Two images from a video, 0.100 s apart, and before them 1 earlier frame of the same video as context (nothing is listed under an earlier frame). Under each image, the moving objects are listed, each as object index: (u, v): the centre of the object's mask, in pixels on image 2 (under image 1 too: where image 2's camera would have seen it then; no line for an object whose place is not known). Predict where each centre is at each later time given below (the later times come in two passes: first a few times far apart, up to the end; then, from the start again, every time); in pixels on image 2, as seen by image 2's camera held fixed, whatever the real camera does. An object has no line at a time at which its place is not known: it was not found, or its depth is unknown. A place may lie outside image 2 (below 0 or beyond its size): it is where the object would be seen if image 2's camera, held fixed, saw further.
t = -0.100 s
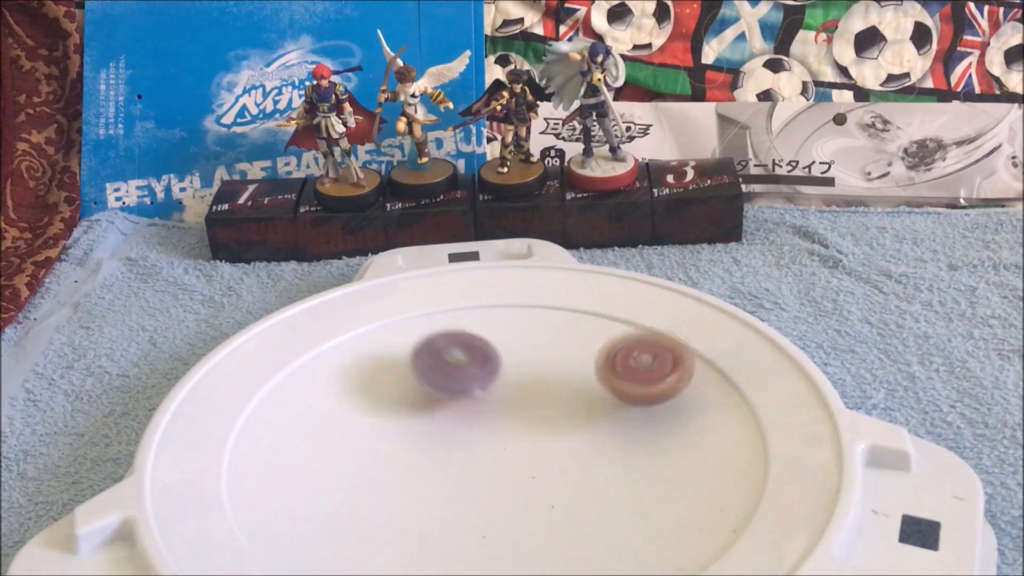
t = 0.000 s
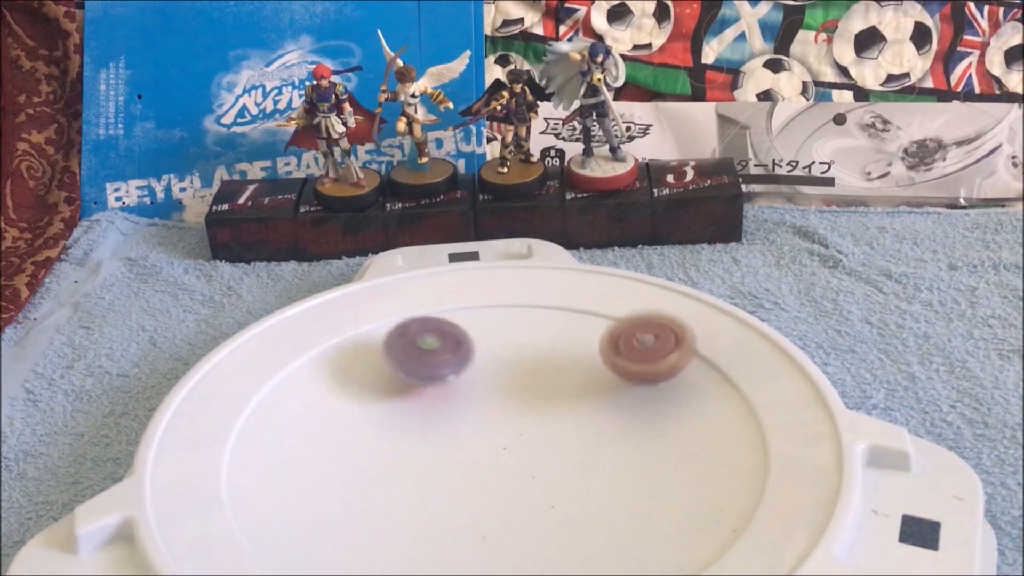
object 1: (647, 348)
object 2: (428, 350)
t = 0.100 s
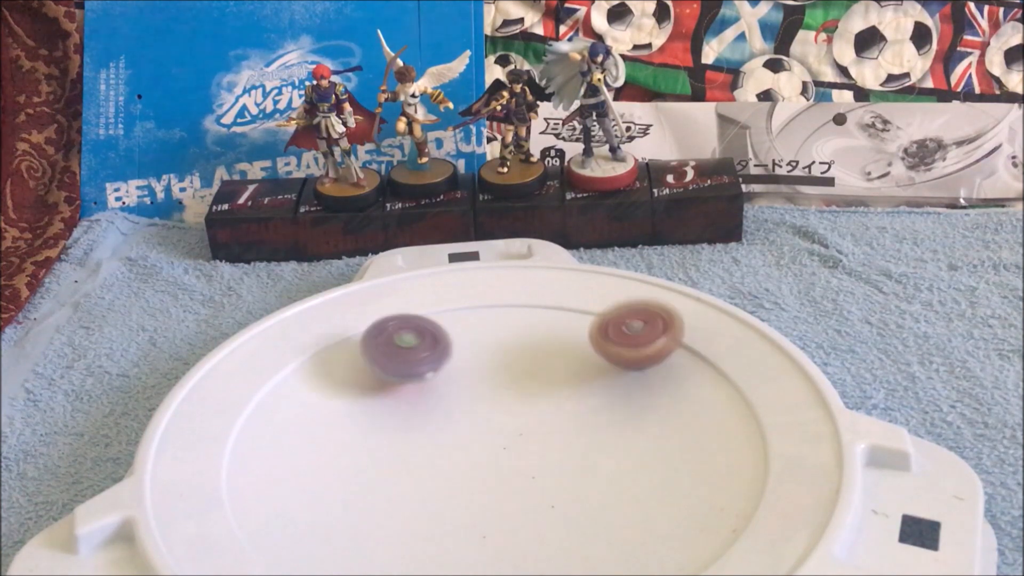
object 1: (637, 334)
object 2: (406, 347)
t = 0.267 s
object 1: (595, 330)
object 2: (386, 360)
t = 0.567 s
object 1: (532, 366)
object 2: (404, 407)
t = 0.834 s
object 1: (560, 372)
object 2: (430, 448)
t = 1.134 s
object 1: (561, 382)
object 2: (482, 462)
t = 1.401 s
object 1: (531, 381)
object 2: (521, 456)
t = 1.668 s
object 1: (489, 382)
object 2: (531, 443)
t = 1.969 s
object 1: (432, 378)
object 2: (514, 434)
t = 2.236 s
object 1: (405, 383)
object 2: (485, 439)
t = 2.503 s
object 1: (407, 390)
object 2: (496, 436)
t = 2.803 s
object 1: (422, 375)
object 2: (505, 420)
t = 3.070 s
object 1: (431, 332)
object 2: (519, 434)
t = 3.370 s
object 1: (411, 303)
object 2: (557, 453)
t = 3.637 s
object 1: (447, 322)
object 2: (552, 434)
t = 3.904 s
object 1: (540, 306)
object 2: (488, 499)
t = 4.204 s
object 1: (563, 299)
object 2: (504, 531)
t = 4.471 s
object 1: (543, 367)
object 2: (496, 490)
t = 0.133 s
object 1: (631, 331)
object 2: (400, 348)
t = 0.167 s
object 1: (623, 329)
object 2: (395, 350)
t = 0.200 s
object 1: (615, 329)
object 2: (391, 352)
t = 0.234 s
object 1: (606, 329)
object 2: (388, 356)
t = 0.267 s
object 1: (595, 330)
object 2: (386, 360)
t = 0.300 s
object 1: (585, 332)
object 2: (386, 364)
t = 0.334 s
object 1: (573, 335)
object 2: (386, 369)
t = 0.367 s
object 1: (561, 340)
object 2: (389, 375)
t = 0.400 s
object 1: (550, 345)
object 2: (393, 380)
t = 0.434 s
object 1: (539, 350)
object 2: (399, 386)
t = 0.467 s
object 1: (528, 355)
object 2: (407, 390)
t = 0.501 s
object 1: (517, 362)
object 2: (416, 394)
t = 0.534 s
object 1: (510, 368)
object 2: (424, 398)
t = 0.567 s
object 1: (532, 366)
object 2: (404, 407)
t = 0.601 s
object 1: (553, 366)
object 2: (388, 415)
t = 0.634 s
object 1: (562, 367)
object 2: (382, 422)
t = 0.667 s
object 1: (562, 368)
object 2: (387, 427)
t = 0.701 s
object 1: (562, 368)
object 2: (396, 432)
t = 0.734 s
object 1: (562, 368)
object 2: (404, 436)
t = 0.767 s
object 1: (562, 368)
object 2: (412, 441)
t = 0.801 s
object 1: (561, 370)
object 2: (420, 445)
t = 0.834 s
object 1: (560, 372)
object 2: (430, 448)
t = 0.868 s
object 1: (558, 374)
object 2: (438, 450)
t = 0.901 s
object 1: (556, 377)
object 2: (448, 452)
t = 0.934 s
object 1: (554, 380)
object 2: (458, 453)
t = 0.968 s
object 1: (551, 383)
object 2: (467, 453)
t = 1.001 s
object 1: (548, 386)
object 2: (477, 453)
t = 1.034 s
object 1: (546, 389)
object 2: (487, 452)
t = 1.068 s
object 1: (548, 390)
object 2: (491, 452)
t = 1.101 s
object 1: (558, 383)
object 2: (483, 460)
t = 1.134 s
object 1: (561, 382)
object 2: (482, 462)
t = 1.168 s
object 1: (559, 381)
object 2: (487, 463)
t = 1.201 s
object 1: (558, 379)
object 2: (493, 462)
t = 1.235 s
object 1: (555, 377)
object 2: (498, 462)
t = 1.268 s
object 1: (551, 377)
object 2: (503, 462)
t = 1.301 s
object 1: (546, 377)
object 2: (508, 461)
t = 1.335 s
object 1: (542, 377)
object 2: (512, 459)
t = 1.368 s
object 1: (536, 379)
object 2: (517, 458)
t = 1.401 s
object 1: (531, 381)
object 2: (521, 456)
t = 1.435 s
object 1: (526, 383)
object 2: (524, 454)
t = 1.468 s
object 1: (521, 385)
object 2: (526, 452)
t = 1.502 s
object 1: (516, 382)
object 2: (526, 454)
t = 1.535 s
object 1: (511, 382)
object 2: (526, 453)
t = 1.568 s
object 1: (506, 381)
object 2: (529, 450)
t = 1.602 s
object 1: (500, 381)
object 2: (531, 448)
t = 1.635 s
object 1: (494, 382)
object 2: (532, 445)
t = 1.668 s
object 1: (489, 382)
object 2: (531, 443)
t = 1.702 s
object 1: (483, 383)
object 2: (530, 440)
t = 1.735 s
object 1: (477, 383)
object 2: (528, 438)
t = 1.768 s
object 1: (470, 383)
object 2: (526, 436)
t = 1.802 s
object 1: (464, 380)
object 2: (525, 438)
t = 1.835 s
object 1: (457, 378)
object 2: (525, 437)
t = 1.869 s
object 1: (450, 378)
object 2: (523, 437)
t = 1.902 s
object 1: (444, 377)
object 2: (521, 438)
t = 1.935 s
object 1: (438, 377)
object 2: (518, 435)
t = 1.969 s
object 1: (432, 378)
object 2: (514, 434)
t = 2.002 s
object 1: (428, 378)
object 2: (509, 433)
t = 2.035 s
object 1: (424, 379)
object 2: (504, 432)
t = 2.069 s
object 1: (421, 381)
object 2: (499, 433)
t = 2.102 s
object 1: (418, 382)
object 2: (494, 432)
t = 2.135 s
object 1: (415, 384)
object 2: (490, 431)
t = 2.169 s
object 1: (413, 385)
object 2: (486, 431)
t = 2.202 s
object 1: (408, 383)
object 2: (485, 436)
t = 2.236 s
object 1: (405, 383)
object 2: (485, 439)
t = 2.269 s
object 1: (402, 383)
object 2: (486, 441)
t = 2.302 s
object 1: (400, 383)
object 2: (487, 443)
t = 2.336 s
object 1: (399, 384)
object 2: (488, 444)
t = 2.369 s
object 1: (398, 384)
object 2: (491, 443)
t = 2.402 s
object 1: (399, 386)
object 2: (493, 443)
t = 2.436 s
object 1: (401, 387)
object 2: (495, 442)
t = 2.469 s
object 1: (404, 389)
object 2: (496, 439)
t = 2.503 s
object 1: (407, 390)
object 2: (496, 436)
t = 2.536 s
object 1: (412, 391)
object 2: (495, 433)
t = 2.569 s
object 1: (412, 387)
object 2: (498, 433)
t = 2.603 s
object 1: (411, 383)
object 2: (499, 434)
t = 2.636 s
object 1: (411, 382)
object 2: (501, 434)
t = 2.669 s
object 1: (412, 380)
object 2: (503, 432)
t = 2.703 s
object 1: (413, 378)
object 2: (505, 430)
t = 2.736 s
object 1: (415, 377)
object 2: (505, 427)
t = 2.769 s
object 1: (418, 376)
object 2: (505, 424)
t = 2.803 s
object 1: (422, 375)
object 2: (505, 420)
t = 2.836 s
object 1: (427, 375)
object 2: (504, 418)
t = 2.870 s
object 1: (429, 373)
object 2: (505, 416)
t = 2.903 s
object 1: (432, 370)
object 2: (506, 416)
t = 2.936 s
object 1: (434, 368)
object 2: (507, 415)
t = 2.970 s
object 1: (436, 366)
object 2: (507, 413)
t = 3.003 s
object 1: (438, 364)
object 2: (507, 412)
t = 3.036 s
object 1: (436, 353)
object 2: (510, 417)
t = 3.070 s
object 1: (431, 332)
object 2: (519, 434)
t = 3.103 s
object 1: (427, 319)
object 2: (524, 445)
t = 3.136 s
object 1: (424, 309)
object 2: (529, 448)
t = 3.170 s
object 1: (420, 301)
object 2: (533, 450)
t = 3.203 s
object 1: (417, 296)
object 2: (538, 452)
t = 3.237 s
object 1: (415, 293)
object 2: (542, 452)
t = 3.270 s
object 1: (413, 297)
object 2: (547, 453)
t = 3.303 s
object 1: (410, 302)
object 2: (551, 454)
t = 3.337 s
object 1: (409, 303)
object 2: (554, 454)
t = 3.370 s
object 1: (411, 303)
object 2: (557, 453)
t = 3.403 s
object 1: (414, 303)
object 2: (560, 452)
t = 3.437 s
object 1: (419, 305)
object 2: (562, 451)
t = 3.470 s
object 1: (423, 305)
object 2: (564, 448)
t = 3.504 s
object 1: (427, 307)
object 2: (564, 445)
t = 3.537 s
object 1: (431, 310)
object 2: (563, 443)
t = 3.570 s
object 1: (436, 314)
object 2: (560, 439)
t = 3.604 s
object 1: (441, 318)
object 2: (557, 436)
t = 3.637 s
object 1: (447, 322)
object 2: (552, 434)
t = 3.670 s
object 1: (453, 328)
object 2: (546, 430)
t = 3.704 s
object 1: (460, 335)
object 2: (540, 429)
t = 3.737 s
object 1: (469, 342)
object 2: (534, 427)
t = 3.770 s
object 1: (480, 352)
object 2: (528, 425)
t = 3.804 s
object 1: (495, 357)
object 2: (521, 426)
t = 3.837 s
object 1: (513, 333)
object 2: (508, 457)
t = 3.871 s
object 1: (530, 315)
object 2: (496, 483)
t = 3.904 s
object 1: (540, 306)
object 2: (488, 499)
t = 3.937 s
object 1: (544, 301)
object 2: (486, 509)
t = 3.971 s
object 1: (547, 298)
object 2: (488, 516)
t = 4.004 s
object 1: (550, 296)
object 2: (490, 520)
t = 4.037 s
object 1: (552, 294)
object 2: (493, 524)
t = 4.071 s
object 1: (555, 293)
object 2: (495, 526)
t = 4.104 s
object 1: (557, 293)
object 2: (497, 529)
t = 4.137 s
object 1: (560, 294)
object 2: (500, 531)
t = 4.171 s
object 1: (562, 296)
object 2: (502, 532)
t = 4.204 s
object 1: (563, 299)
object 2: (504, 531)
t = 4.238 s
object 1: (563, 303)
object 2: (506, 529)
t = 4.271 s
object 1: (563, 307)
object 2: (506, 526)
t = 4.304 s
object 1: (562, 312)
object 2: (506, 522)
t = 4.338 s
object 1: (560, 319)
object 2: (505, 516)
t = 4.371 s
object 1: (557, 328)
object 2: (504, 511)
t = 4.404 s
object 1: (552, 340)
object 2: (502, 505)
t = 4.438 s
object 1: (547, 353)
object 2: (499, 498)
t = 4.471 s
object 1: (543, 367)
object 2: (496, 490)
